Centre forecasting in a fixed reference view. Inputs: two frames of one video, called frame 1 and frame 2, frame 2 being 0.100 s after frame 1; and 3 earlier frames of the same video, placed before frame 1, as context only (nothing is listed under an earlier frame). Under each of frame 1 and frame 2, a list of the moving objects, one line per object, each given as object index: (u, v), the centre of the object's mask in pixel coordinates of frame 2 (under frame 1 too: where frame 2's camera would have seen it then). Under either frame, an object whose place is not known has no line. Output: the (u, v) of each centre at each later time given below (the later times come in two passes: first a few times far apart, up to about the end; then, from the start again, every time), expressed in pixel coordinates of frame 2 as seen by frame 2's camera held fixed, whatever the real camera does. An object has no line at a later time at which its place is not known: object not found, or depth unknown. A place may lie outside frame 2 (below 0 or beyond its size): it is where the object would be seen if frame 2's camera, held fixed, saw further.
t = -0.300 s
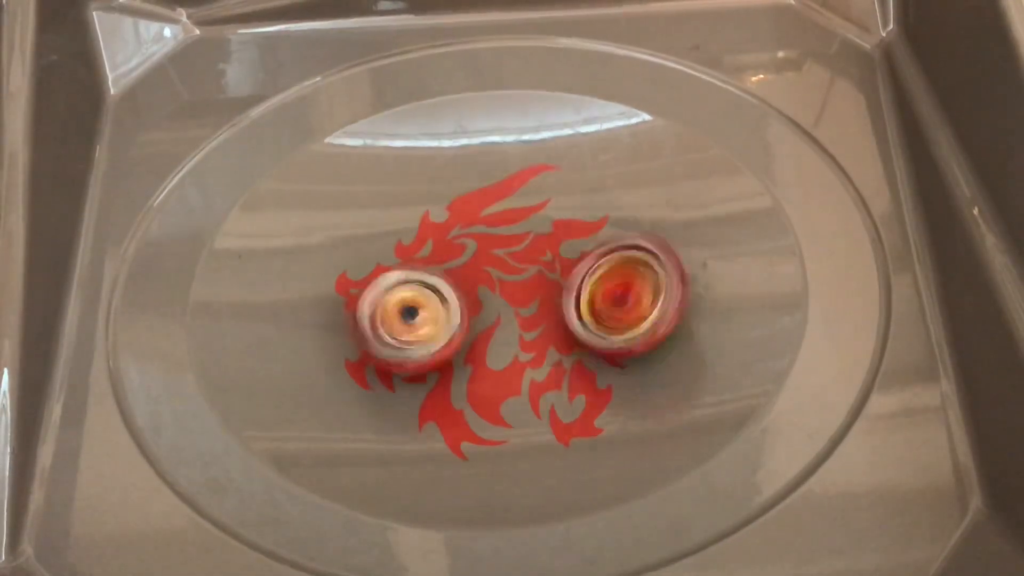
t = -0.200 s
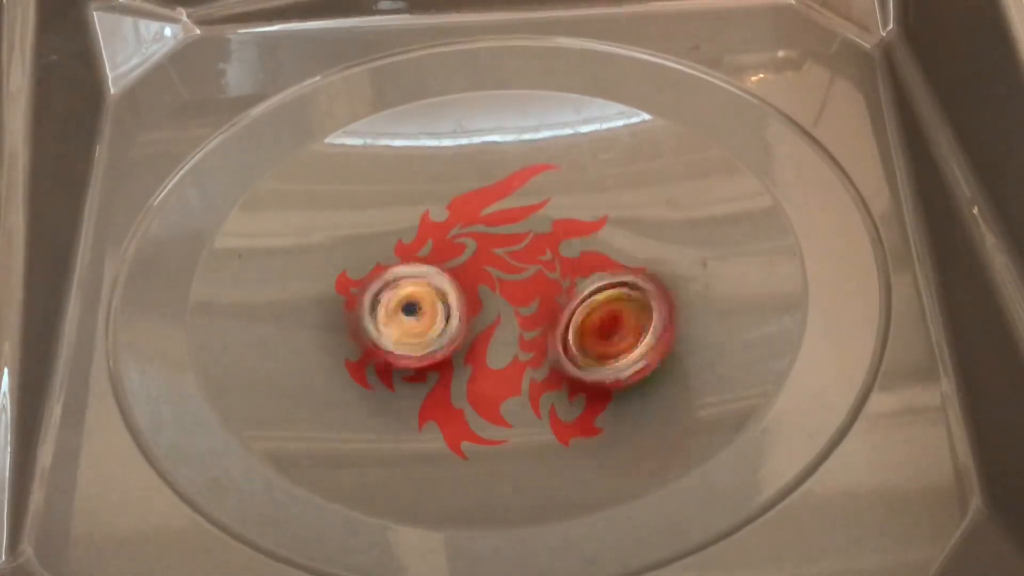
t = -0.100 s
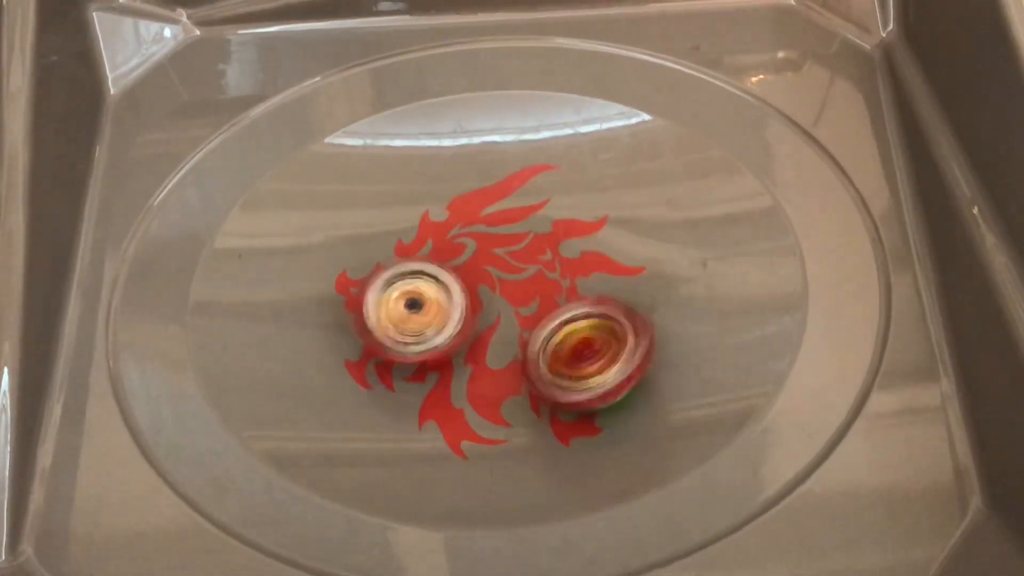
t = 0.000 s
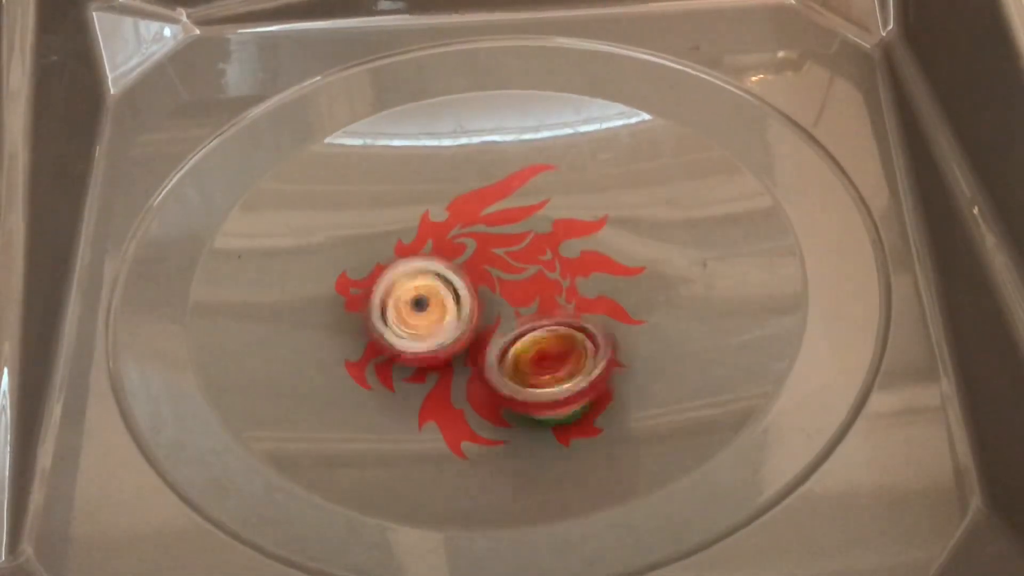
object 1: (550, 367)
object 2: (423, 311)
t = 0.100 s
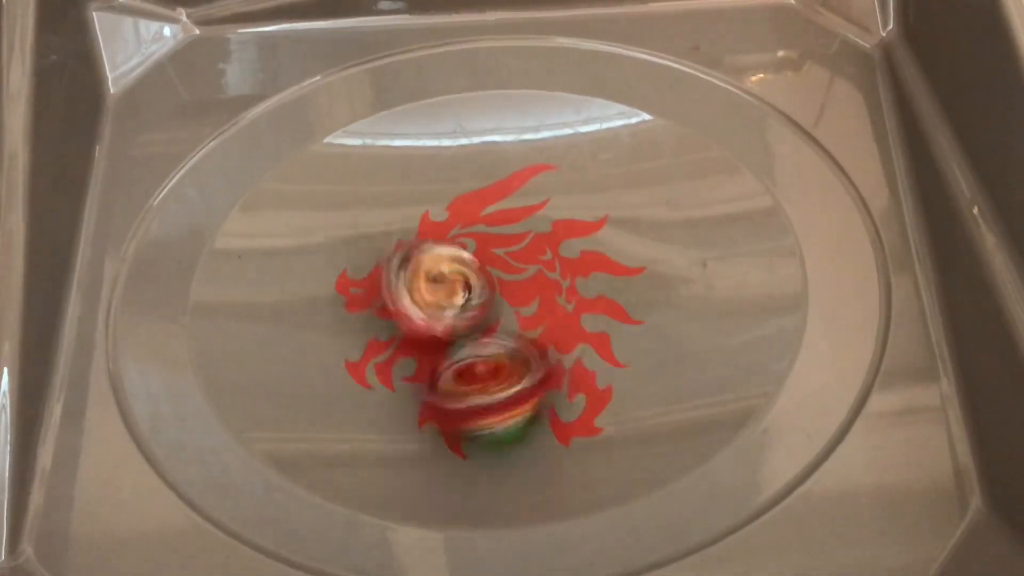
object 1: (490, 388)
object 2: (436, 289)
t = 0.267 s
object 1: (331, 458)
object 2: (467, 194)
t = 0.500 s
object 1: (152, 397)
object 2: (520, 183)
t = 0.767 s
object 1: (103, 261)
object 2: (581, 231)
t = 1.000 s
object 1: (195, 184)
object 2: (585, 237)
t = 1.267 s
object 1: (397, 218)
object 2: (548, 204)
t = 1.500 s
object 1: (522, 278)
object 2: (619, 197)
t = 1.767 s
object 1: (529, 312)
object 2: (618, 226)
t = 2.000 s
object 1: (456, 303)
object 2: (585, 269)
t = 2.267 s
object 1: (373, 295)
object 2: (524, 247)
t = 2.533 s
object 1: (379, 303)
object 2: (541, 220)
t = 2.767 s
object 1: (408, 288)
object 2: (533, 230)
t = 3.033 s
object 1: (392, 261)
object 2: (537, 252)
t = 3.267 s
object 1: (407, 287)
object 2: (555, 273)
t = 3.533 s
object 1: (401, 294)
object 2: (566, 277)
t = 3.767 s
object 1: (403, 264)
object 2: (561, 276)
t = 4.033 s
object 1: (409, 276)
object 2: (561, 276)
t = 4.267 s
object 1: (397, 297)
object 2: (561, 277)
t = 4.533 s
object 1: (410, 274)
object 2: (561, 277)
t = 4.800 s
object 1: (407, 269)
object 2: (562, 277)
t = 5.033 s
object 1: (400, 296)
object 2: (562, 277)
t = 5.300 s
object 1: (410, 280)
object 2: (561, 277)
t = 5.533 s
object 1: (402, 264)
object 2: (562, 278)
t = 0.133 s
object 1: (456, 416)
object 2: (440, 263)
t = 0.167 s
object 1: (422, 434)
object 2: (446, 242)
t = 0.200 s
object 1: (387, 448)
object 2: (450, 221)
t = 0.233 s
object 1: (355, 456)
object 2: (456, 211)
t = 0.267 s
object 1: (331, 458)
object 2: (467, 194)
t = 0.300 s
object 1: (310, 456)
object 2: (476, 191)
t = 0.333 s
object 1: (289, 453)
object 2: (485, 182)
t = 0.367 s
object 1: (265, 445)
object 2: (495, 182)
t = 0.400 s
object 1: (238, 433)
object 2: (500, 178)
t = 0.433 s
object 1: (207, 420)
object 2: (508, 179)
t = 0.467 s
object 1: (181, 407)
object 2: (514, 181)
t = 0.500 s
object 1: (152, 397)
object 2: (520, 183)
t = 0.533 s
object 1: (126, 382)
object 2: (530, 194)
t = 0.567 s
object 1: (115, 362)
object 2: (534, 198)
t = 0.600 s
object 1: (103, 347)
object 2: (540, 203)
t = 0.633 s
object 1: (95, 331)
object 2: (546, 210)
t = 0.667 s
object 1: (85, 313)
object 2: (558, 218)
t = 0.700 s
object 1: (88, 293)
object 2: (565, 222)
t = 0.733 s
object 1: (99, 278)
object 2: (573, 227)
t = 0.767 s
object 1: (103, 261)
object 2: (581, 231)
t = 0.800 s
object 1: (112, 244)
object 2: (589, 234)
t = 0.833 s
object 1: (123, 232)
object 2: (595, 235)
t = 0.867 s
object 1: (133, 225)
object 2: (599, 234)
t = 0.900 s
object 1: (142, 218)
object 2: (600, 233)
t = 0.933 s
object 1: (158, 209)
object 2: (597, 234)
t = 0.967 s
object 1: (175, 198)
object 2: (592, 236)
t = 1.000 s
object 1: (195, 184)
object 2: (585, 237)
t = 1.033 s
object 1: (217, 178)
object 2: (577, 235)
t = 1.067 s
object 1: (237, 172)
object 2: (572, 232)
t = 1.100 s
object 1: (254, 168)
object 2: (565, 230)
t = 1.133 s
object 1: (278, 173)
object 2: (561, 227)
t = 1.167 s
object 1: (300, 181)
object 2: (553, 216)
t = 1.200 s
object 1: (325, 191)
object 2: (551, 213)
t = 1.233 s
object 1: (362, 206)
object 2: (549, 209)
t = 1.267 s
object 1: (397, 218)
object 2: (548, 204)
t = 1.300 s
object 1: (439, 230)
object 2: (549, 202)
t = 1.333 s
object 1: (481, 234)
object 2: (561, 195)
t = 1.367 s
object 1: (497, 245)
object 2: (574, 198)
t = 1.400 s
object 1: (508, 258)
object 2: (591, 201)
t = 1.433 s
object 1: (512, 266)
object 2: (607, 201)
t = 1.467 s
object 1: (518, 273)
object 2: (616, 200)
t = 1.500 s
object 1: (522, 278)
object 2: (619, 197)
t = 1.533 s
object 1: (527, 279)
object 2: (616, 197)
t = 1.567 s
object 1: (534, 282)
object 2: (615, 198)
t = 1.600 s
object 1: (533, 291)
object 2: (615, 201)
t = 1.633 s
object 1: (534, 294)
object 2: (616, 204)
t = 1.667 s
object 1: (536, 299)
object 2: (617, 207)
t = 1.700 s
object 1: (532, 306)
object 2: (619, 214)
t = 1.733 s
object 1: (531, 309)
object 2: (619, 220)
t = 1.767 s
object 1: (529, 312)
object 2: (618, 226)
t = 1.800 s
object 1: (519, 316)
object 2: (615, 234)
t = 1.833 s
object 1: (515, 314)
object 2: (607, 242)
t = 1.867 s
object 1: (505, 316)
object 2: (603, 247)
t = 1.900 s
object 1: (492, 315)
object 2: (602, 256)
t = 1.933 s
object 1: (476, 311)
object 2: (598, 260)
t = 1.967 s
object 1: (468, 307)
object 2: (593, 265)
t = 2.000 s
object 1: (456, 303)
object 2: (585, 269)
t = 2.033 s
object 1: (444, 299)
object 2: (578, 273)
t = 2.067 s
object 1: (430, 295)
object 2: (571, 275)
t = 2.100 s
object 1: (420, 293)
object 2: (563, 273)
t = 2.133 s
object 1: (408, 293)
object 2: (557, 273)
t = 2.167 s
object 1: (397, 292)
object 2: (545, 264)
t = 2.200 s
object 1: (385, 293)
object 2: (542, 258)
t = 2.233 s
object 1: (378, 294)
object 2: (539, 252)
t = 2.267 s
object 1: (373, 295)
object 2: (524, 247)
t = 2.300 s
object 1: (370, 298)
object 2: (529, 239)
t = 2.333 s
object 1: (367, 300)
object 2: (530, 236)
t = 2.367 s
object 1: (365, 301)
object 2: (531, 232)
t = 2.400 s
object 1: (365, 300)
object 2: (532, 230)
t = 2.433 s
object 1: (368, 300)
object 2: (534, 227)
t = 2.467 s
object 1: (372, 300)
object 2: (537, 224)
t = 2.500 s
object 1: (376, 302)
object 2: (540, 221)
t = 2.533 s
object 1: (379, 303)
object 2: (541, 220)
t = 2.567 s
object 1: (381, 306)
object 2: (543, 219)
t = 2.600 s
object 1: (383, 306)
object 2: (542, 220)
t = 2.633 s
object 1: (386, 304)
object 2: (540, 221)
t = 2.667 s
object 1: (392, 303)
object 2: (539, 222)
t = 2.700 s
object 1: (398, 299)
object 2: (537, 224)
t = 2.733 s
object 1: (403, 294)
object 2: (535, 227)
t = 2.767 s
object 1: (408, 288)
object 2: (533, 230)
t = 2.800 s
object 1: (411, 281)
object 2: (532, 231)
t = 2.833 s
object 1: (409, 274)
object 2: (531, 233)
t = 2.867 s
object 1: (406, 268)
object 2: (530, 235)
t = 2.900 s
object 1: (401, 264)
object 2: (529, 237)
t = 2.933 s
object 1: (397, 262)
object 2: (529, 239)
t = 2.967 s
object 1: (394, 261)
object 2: (535, 246)
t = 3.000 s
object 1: (392, 261)
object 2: (536, 249)
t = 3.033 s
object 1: (392, 261)
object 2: (537, 252)
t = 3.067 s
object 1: (394, 261)
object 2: (538, 255)
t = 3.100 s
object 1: (398, 262)
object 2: (531, 256)
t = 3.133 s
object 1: (402, 265)
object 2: (542, 261)
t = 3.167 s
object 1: (407, 268)
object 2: (548, 268)
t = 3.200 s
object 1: (409, 274)
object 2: (550, 270)
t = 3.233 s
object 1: (410, 280)
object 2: (552, 272)
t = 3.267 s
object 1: (407, 287)
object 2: (555, 273)
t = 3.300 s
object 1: (403, 292)
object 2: (557, 273)
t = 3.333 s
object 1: (396, 296)
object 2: (558, 274)
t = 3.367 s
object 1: (392, 297)
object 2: (559, 274)
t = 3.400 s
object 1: (391, 298)
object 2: (560, 275)
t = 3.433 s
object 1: (392, 298)
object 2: (562, 276)
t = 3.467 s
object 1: (393, 298)
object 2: (564, 277)
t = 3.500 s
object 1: (397, 296)
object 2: (565, 276)
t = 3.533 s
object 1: (401, 294)
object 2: (566, 277)
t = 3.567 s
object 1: (406, 289)
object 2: (567, 277)
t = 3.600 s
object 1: (408, 284)
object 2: (566, 277)
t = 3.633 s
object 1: (410, 277)
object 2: (566, 277)
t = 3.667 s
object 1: (409, 273)
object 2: (565, 277)
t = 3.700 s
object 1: (407, 267)
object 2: (563, 276)
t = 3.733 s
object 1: (404, 266)
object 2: (562, 277)
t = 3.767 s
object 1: (403, 264)
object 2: (561, 276)
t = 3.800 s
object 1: (402, 263)
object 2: (561, 276)
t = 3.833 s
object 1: (401, 263)
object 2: (561, 276)
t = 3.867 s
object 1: (402, 263)
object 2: (563, 277)
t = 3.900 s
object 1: (403, 264)
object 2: (564, 277)
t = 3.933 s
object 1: (405, 266)
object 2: (564, 277)
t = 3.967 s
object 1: (407, 269)
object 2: (562, 277)
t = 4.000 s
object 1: (409, 272)
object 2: (561, 277)
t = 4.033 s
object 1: (409, 276)
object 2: (561, 276)
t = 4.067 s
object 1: (409, 282)
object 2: (562, 277)
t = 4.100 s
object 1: (408, 286)
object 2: (563, 277)
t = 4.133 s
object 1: (405, 291)
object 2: (562, 277)
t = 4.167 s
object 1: (401, 294)
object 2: (561, 277)
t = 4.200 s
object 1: (399, 296)
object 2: (562, 277)
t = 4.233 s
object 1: (397, 297)
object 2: (562, 277)
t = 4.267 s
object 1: (397, 297)
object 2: (561, 277)
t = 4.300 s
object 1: (397, 297)
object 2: (562, 277)
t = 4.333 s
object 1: (399, 296)
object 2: (562, 277)
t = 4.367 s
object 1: (401, 294)
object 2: (562, 277)
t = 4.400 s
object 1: (404, 291)
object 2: (562, 277)
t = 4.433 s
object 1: (408, 288)
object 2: (562, 277)
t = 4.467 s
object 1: (410, 283)
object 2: (562, 277)
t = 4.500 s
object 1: (411, 278)
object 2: (561, 277)
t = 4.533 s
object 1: (410, 274)
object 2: (561, 277)
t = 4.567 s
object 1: (408, 271)
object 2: (561, 277)
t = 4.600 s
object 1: (407, 268)
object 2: (562, 277)
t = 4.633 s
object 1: (406, 266)
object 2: (562, 277)
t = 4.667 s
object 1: (405, 265)
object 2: (562, 277)
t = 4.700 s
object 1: (404, 265)
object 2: (562, 277)
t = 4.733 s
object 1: (405, 266)
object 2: (562, 277)
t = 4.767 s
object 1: (406, 267)
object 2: (562, 277)
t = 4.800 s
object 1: (407, 269)
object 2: (562, 277)
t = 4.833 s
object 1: (409, 272)
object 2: (562, 277)
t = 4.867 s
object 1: (410, 275)
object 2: (562, 277)
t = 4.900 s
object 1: (411, 280)
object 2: (562, 277)
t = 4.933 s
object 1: (409, 285)
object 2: (562, 277)
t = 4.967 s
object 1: (408, 289)
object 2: (562, 277)
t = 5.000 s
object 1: (404, 293)
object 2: (562, 277)
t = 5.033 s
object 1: (400, 296)
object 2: (562, 277)
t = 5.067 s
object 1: (397, 298)
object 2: (562, 277)
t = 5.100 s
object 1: (395, 299)
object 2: (562, 277)
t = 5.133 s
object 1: (395, 299)
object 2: (562, 277)
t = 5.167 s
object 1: (397, 298)
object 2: (562, 277)
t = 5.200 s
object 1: (402, 294)
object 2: (562, 277)
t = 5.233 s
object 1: (405, 291)
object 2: (562, 278)
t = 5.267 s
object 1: (407, 287)
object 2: (562, 278)
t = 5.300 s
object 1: (410, 280)
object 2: (561, 277)
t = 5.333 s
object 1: (409, 275)
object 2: (562, 277)
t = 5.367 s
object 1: (408, 271)
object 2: (561, 277)
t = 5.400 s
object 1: (406, 267)
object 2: (561, 278)
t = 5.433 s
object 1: (404, 265)
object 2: (561, 279)
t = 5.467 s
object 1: (403, 264)
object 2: (561, 278)
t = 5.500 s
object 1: (402, 264)
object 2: (562, 278)
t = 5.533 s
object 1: (402, 264)
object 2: (562, 278)
